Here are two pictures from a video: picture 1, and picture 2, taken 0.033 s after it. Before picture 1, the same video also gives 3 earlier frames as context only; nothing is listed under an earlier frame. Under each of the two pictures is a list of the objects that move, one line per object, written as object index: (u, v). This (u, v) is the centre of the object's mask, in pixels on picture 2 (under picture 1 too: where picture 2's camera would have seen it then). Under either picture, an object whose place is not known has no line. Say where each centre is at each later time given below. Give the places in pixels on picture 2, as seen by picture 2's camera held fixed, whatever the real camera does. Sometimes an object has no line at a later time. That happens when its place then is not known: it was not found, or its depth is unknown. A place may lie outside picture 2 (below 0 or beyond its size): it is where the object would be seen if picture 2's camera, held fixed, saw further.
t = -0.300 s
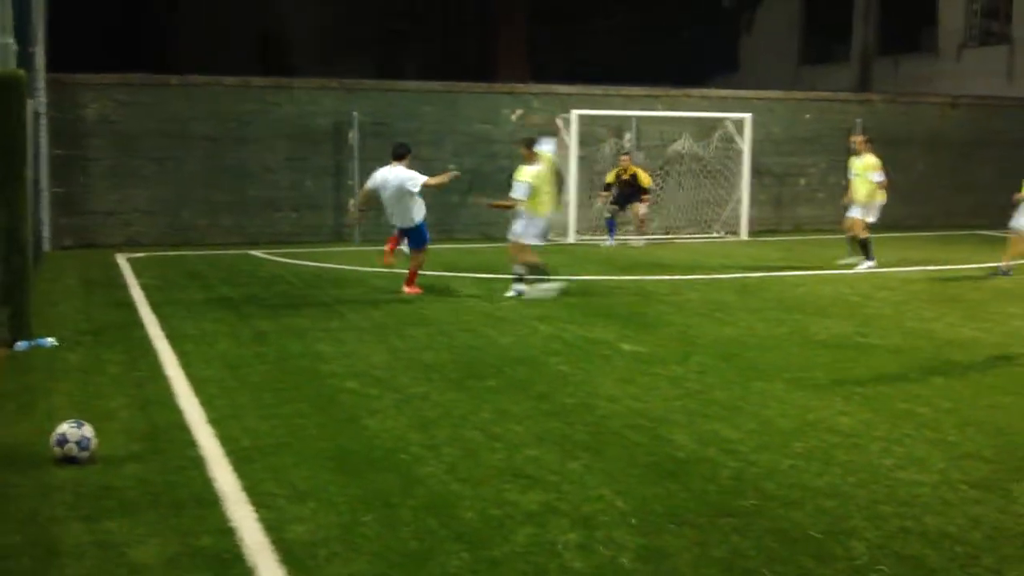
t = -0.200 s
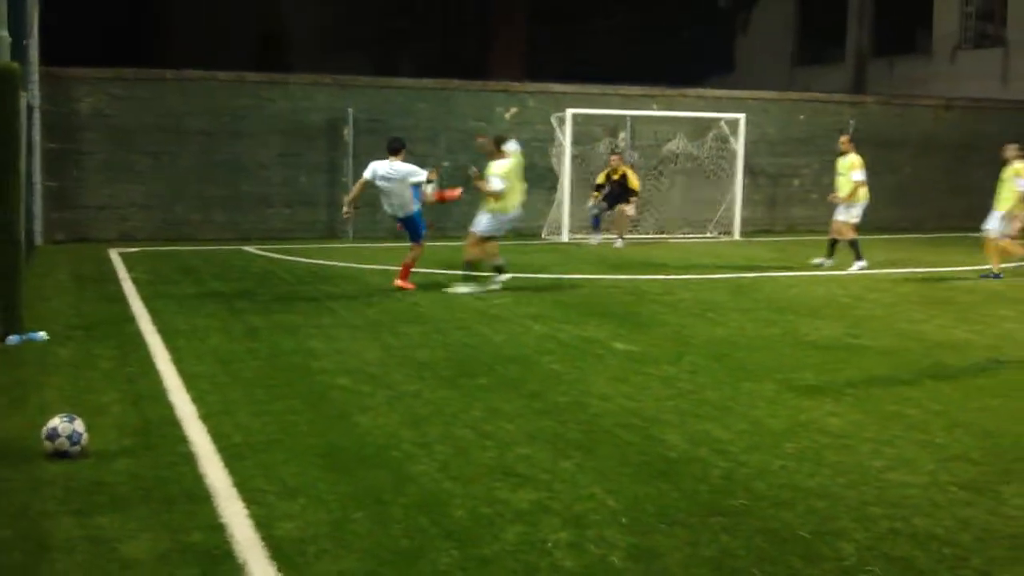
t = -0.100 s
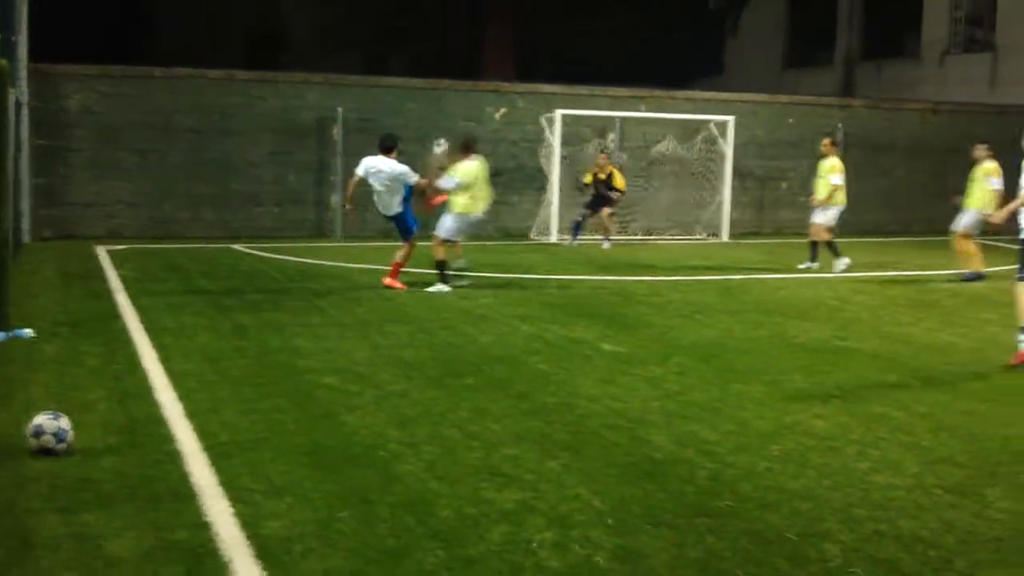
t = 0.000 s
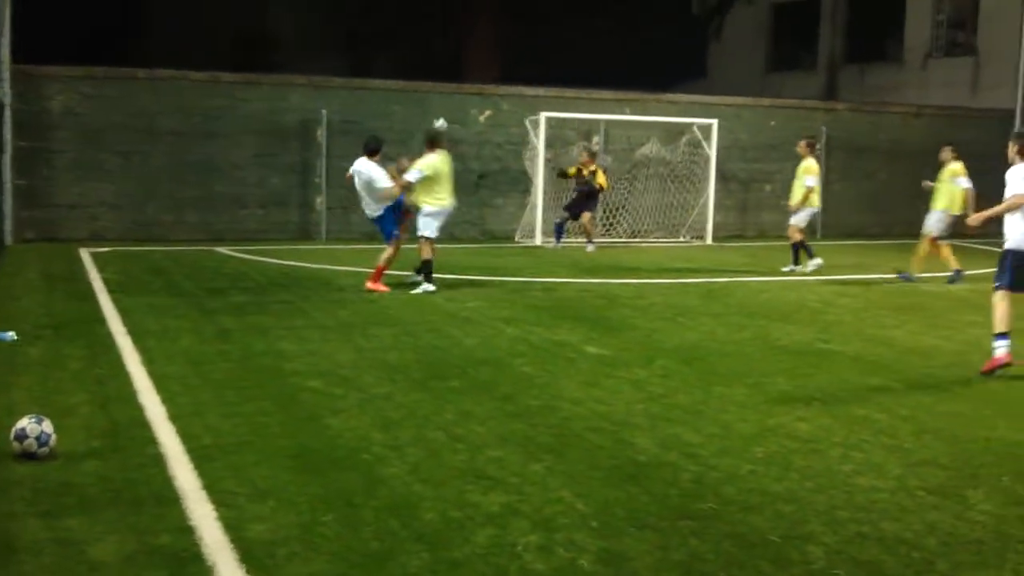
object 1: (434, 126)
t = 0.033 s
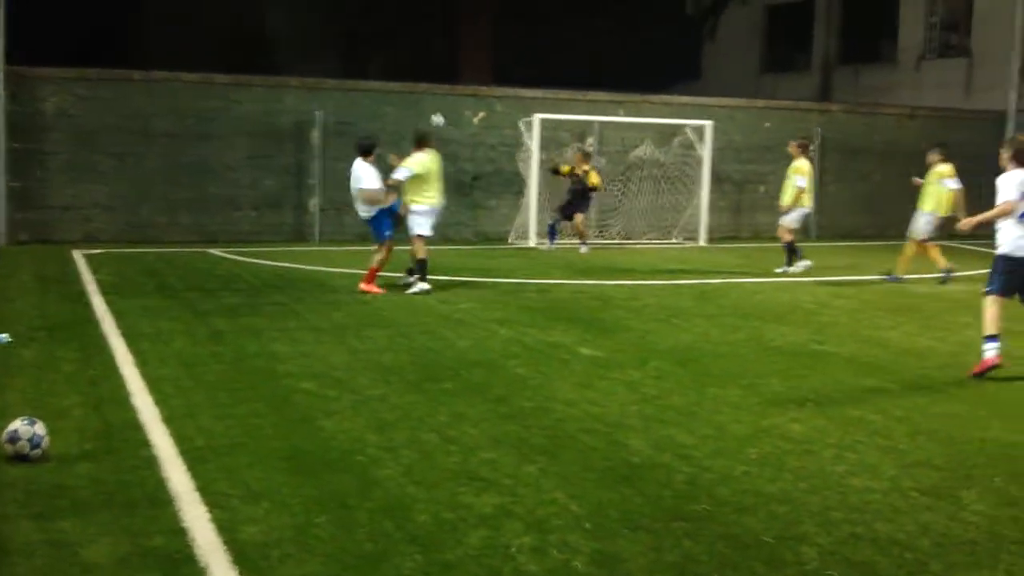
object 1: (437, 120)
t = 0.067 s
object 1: (440, 116)
